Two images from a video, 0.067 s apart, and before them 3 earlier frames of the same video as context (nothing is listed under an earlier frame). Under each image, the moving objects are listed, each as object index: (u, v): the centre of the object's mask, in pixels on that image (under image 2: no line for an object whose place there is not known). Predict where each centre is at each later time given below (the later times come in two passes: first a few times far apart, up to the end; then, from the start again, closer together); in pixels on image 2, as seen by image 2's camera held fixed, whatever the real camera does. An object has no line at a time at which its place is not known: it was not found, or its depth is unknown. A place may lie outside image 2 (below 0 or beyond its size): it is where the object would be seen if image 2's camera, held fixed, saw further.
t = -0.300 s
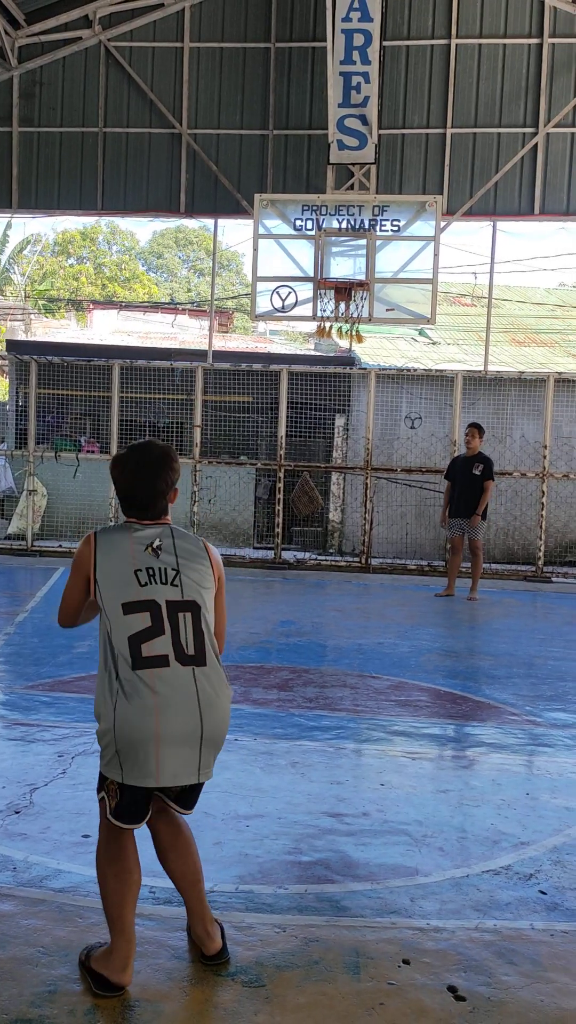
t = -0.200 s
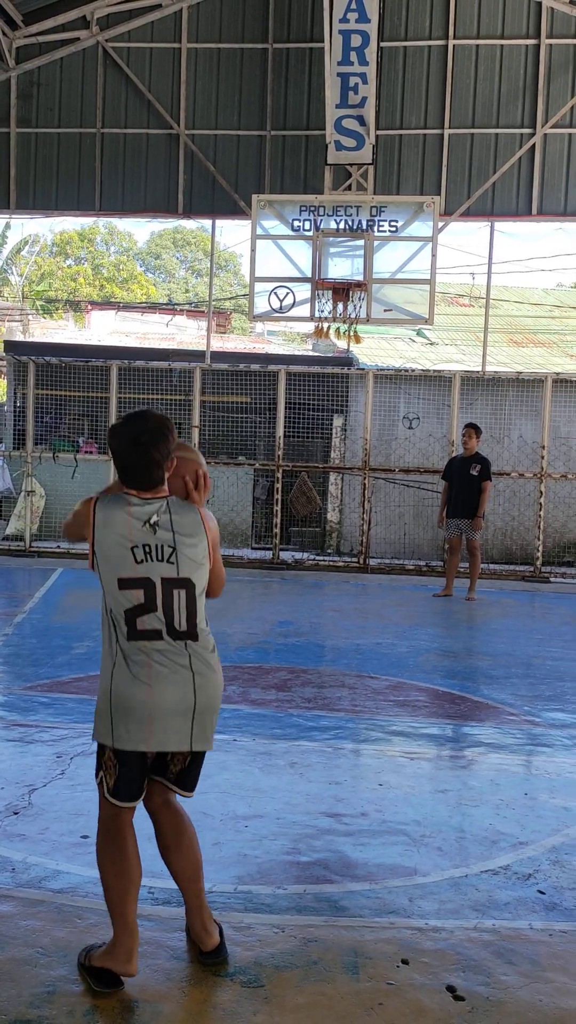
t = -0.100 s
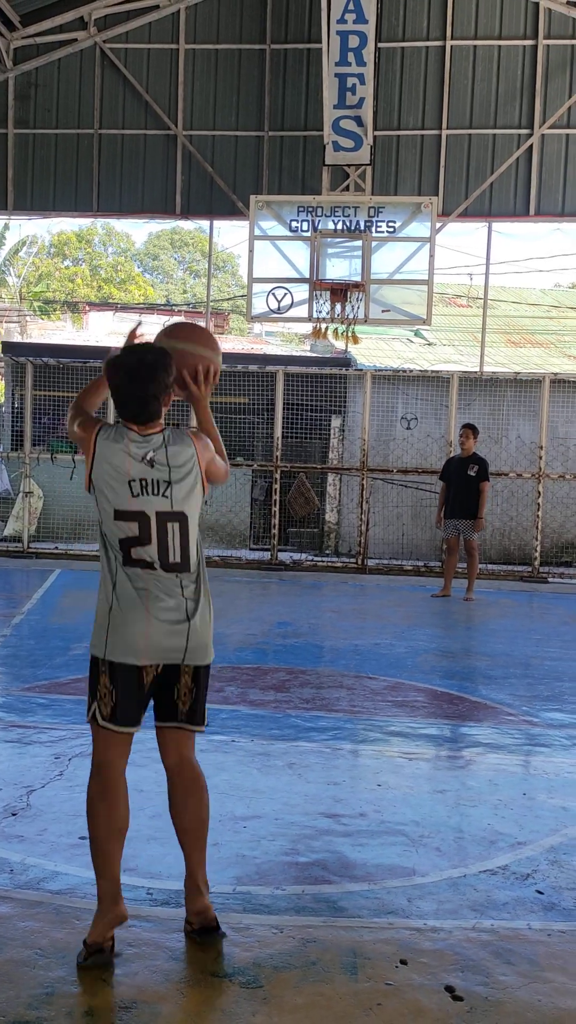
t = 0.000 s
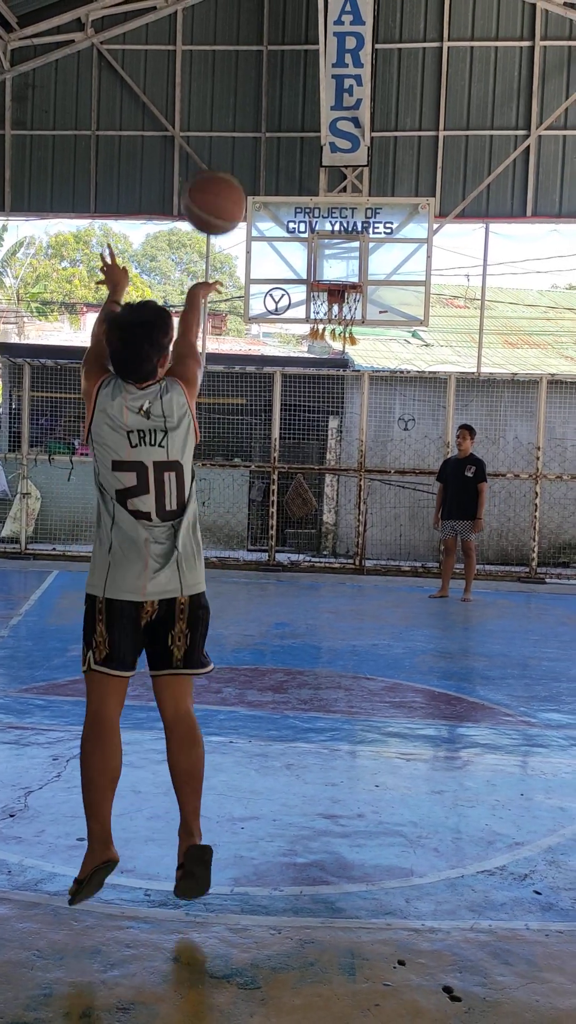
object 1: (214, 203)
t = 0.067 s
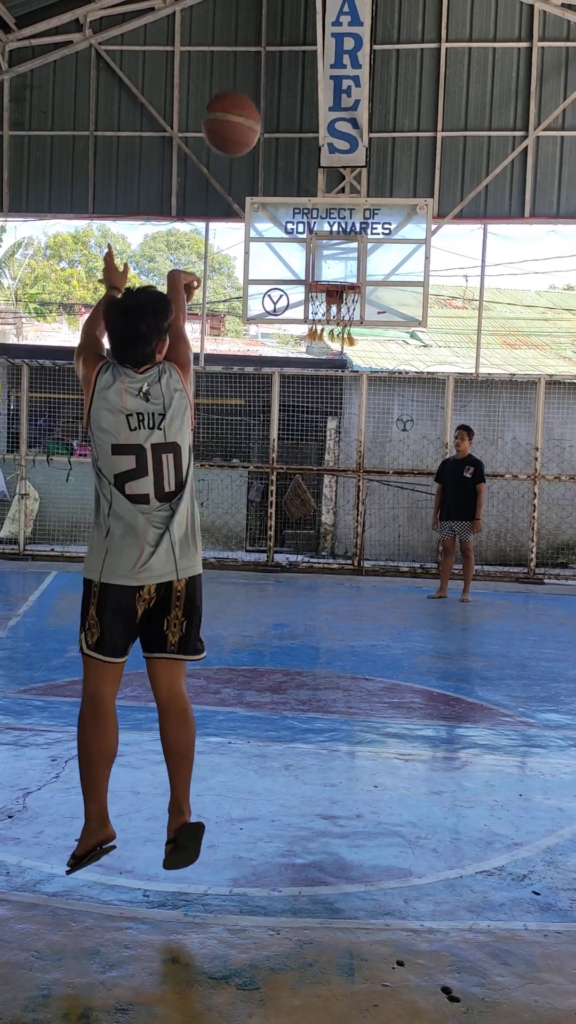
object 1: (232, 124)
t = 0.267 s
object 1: (273, 10)
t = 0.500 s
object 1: (304, -1)
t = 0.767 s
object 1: (325, 72)
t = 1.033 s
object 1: (337, 206)
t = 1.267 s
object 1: (335, 321)
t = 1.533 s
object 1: (315, 428)
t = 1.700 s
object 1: (302, 529)
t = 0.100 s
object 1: (240, 93)
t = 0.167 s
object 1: (255, 45)
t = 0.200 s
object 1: (262, 26)
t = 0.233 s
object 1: (268, 16)
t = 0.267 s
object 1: (273, 10)
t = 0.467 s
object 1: (300, -2)
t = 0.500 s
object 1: (304, -1)
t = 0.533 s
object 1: (306, 1)
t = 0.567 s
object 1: (311, 4)
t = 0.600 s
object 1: (314, 13)
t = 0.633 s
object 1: (316, 22)
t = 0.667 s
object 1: (318, 33)
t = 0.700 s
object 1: (320, 45)
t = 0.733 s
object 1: (323, 58)
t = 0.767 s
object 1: (325, 72)
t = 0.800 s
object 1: (327, 87)
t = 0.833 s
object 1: (328, 102)
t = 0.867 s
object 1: (330, 118)
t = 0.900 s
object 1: (331, 135)
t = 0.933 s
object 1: (333, 152)
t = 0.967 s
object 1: (334, 170)
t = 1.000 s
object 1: (335, 186)
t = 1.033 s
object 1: (337, 206)
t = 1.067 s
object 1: (338, 226)
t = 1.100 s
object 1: (339, 245)
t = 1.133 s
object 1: (340, 265)
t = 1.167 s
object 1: (339, 289)
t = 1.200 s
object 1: (340, 302)
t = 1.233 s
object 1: (337, 311)
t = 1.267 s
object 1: (335, 321)
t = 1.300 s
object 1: (332, 330)
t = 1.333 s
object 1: (330, 342)
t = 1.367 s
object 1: (328, 353)
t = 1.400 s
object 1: (325, 365)
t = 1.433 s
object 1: (323, 380)
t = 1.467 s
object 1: (321, 395)
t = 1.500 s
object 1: (318, 411)
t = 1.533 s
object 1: (315, 428)
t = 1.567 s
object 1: (313, 446)
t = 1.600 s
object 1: (310, 465)
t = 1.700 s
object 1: (302, 529)
